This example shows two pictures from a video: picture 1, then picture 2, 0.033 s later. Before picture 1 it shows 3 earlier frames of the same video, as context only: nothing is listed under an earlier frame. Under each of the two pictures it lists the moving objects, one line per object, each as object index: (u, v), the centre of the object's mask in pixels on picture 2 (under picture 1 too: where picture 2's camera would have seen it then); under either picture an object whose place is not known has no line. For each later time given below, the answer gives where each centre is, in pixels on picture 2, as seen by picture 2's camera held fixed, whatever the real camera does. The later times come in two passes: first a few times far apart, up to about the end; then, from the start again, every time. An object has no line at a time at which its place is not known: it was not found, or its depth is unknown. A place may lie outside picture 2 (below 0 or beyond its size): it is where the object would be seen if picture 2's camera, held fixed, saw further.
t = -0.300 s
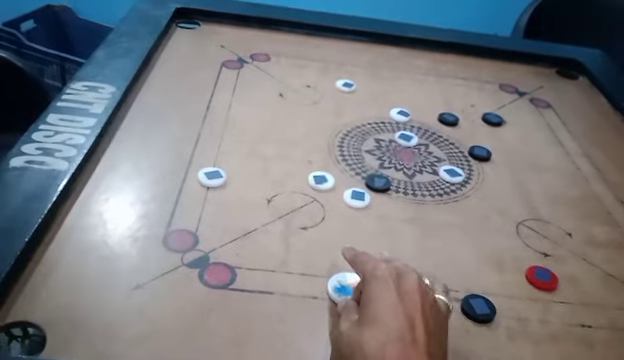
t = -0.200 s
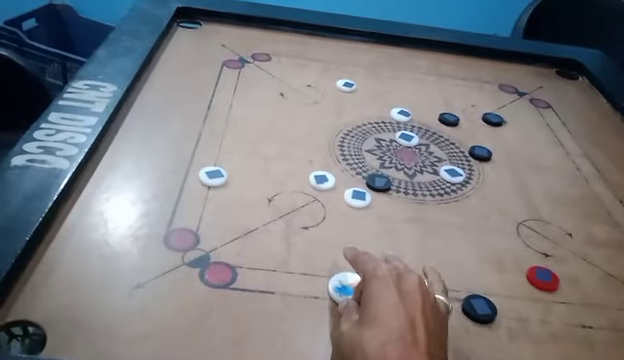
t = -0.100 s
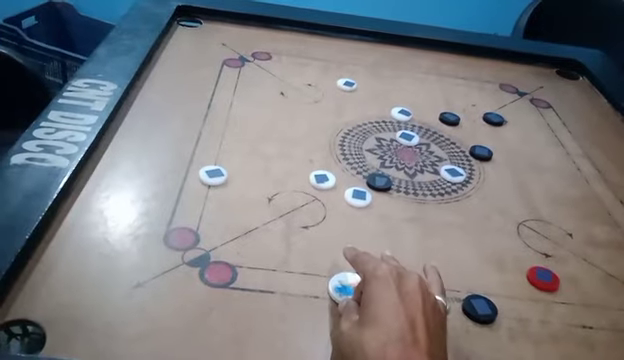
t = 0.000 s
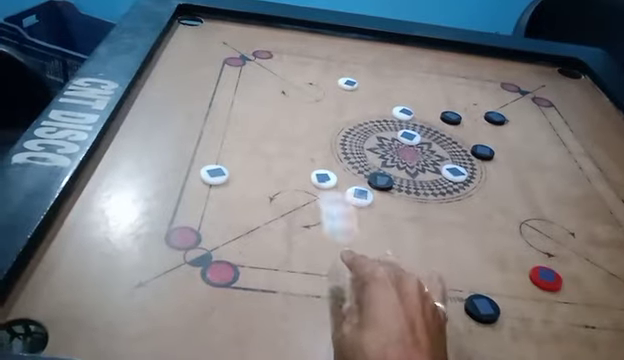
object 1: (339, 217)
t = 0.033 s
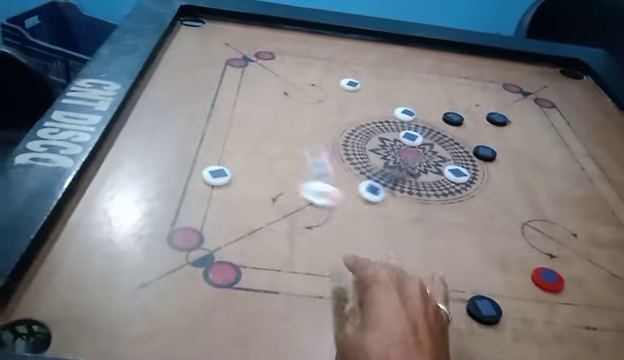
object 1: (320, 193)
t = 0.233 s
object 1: (219, 152)
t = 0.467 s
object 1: (146, 118)
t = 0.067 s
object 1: (301, 186)
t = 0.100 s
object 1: (284, 179)
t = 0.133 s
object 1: (267, 172)
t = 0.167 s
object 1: (250, 164)
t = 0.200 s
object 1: (234, 158)
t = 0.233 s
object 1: (219, 152)
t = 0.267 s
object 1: (203, 145)
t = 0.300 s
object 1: (189, 140)
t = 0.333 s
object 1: (177, 134)
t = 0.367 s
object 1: (163, 128)
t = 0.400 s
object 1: (151, 123)
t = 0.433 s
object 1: (141, 119)
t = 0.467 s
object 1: (146, 118)
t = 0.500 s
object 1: (145, 120)
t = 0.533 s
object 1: (135, 128)
